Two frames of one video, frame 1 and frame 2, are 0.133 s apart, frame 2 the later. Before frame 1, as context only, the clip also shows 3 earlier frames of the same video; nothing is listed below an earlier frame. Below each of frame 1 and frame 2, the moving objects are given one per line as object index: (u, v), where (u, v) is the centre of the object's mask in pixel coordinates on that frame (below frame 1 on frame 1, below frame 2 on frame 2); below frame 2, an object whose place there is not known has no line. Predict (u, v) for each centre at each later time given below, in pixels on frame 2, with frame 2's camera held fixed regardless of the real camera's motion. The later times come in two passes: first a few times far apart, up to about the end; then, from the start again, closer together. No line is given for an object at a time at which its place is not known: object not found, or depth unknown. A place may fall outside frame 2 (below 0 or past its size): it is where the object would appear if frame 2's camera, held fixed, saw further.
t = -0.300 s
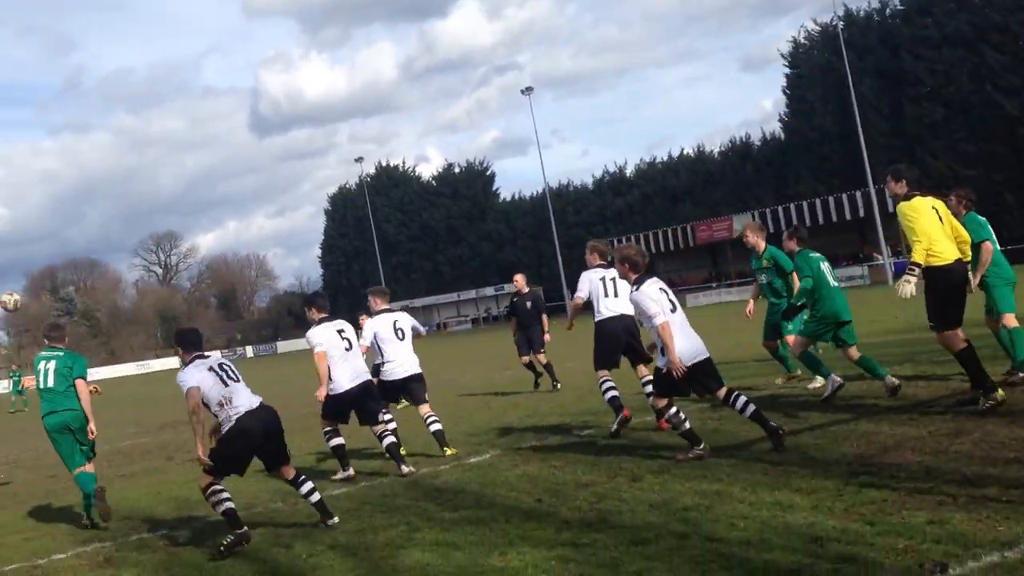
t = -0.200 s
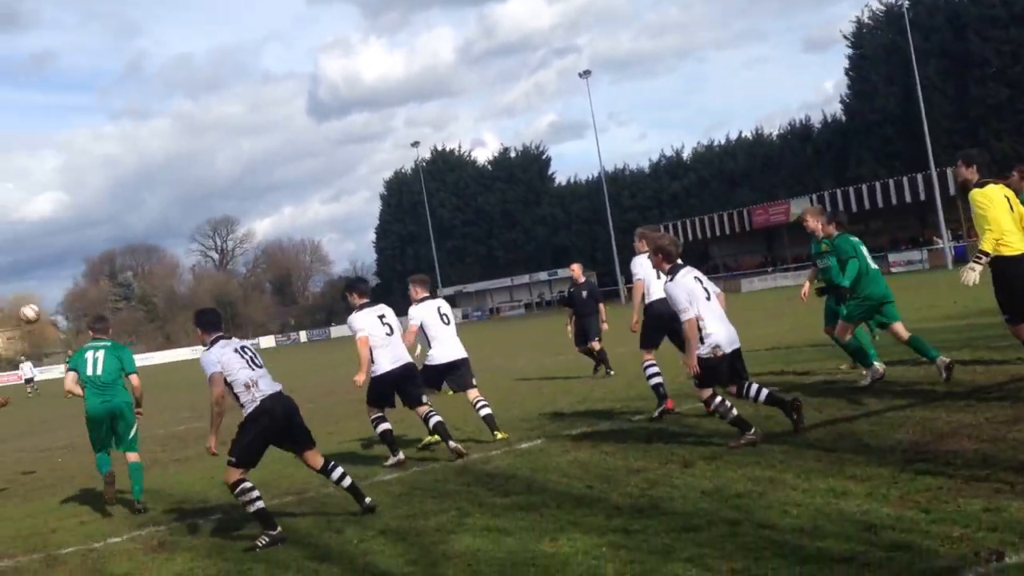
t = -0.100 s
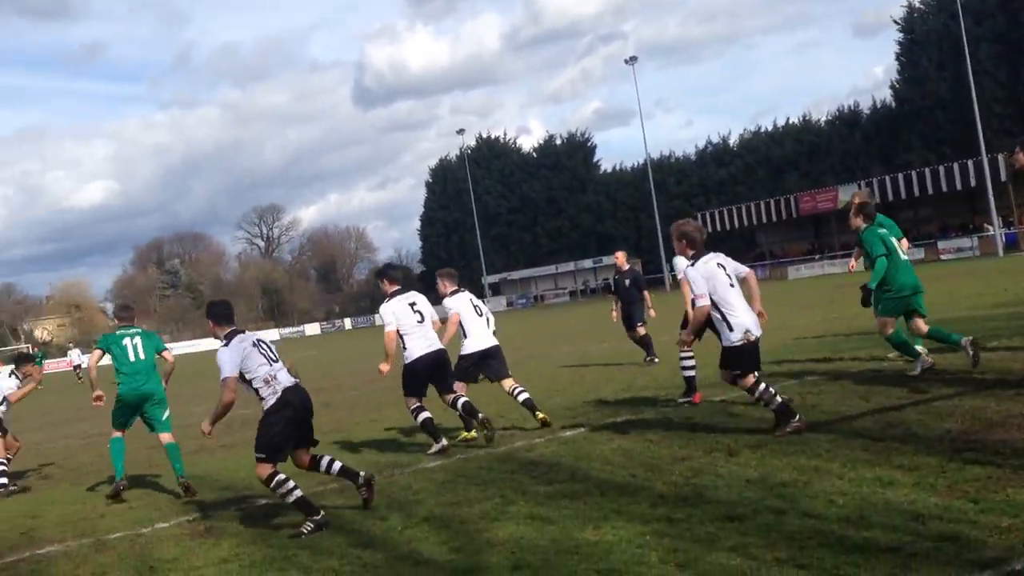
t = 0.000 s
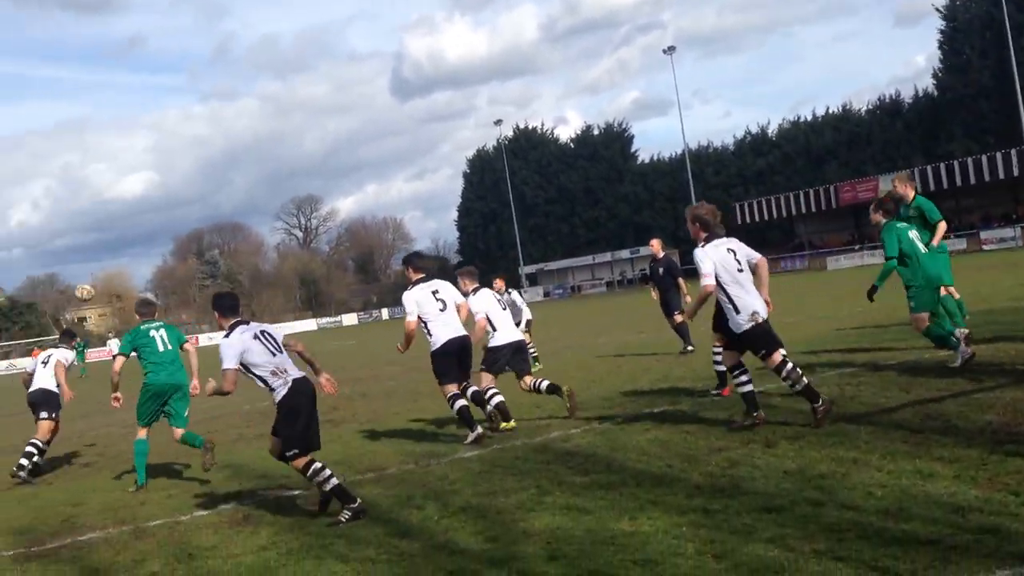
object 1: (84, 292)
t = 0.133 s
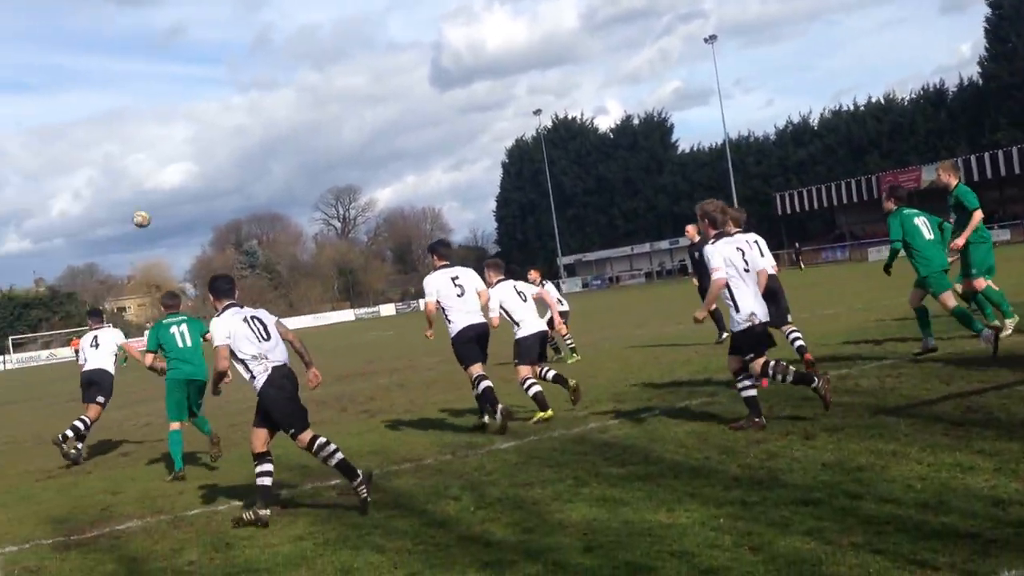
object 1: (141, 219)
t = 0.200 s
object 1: (149, 194)
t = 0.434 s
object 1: (182, 139)
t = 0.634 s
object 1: (211, 129)
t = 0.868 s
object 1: (245, 149)
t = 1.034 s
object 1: (269, 181)
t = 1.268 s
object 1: (300, 245)
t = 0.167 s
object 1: (146, 205)
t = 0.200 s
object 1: (149, 194)
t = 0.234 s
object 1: (153, 182)
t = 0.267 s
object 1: (157, 173)
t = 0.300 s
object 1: (162, 164)
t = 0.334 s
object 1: (167, 157)
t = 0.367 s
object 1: (172, 150)
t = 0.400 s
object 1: (177, 144)
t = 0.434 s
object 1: (182, 139)
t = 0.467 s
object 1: (187, 135)
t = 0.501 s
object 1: (192, 133)
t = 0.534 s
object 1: (197, 130)
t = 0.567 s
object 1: (202, 129)
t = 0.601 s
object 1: (207, 128)
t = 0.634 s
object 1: (211, 129)
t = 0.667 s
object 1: (217, 130)
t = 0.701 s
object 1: (222, 131)
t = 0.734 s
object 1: (227, 133)
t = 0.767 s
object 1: (232, 137)
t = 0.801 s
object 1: (237, 140)
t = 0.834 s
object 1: (240, 144)
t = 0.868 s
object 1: (245, 149)
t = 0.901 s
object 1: (250, 154)
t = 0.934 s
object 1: (255, 160)
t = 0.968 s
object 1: (259, 167)
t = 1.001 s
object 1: (264, 174)
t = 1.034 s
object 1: (269, 181)
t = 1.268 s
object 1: (300, 245)
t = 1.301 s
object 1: (305, 257)
